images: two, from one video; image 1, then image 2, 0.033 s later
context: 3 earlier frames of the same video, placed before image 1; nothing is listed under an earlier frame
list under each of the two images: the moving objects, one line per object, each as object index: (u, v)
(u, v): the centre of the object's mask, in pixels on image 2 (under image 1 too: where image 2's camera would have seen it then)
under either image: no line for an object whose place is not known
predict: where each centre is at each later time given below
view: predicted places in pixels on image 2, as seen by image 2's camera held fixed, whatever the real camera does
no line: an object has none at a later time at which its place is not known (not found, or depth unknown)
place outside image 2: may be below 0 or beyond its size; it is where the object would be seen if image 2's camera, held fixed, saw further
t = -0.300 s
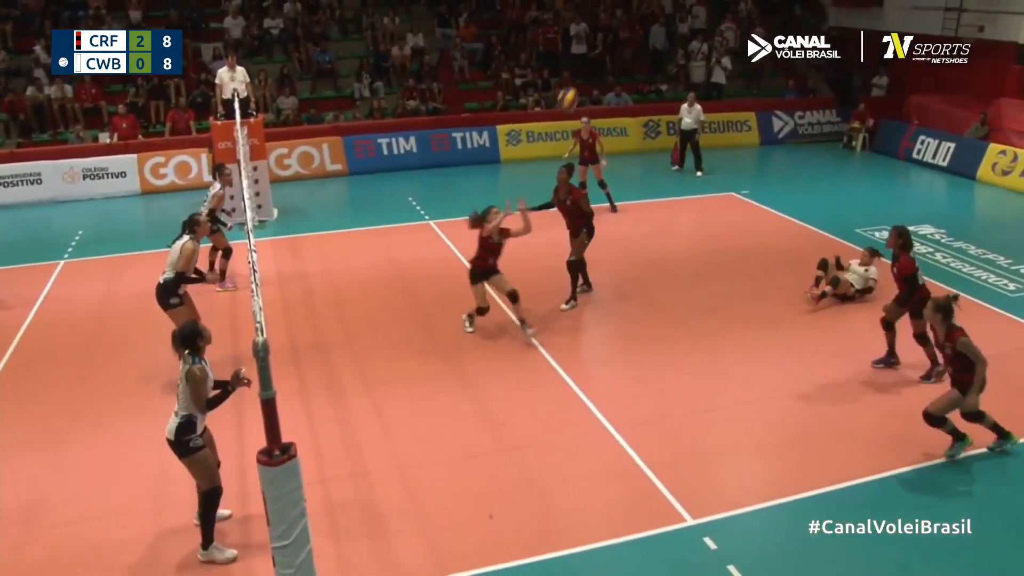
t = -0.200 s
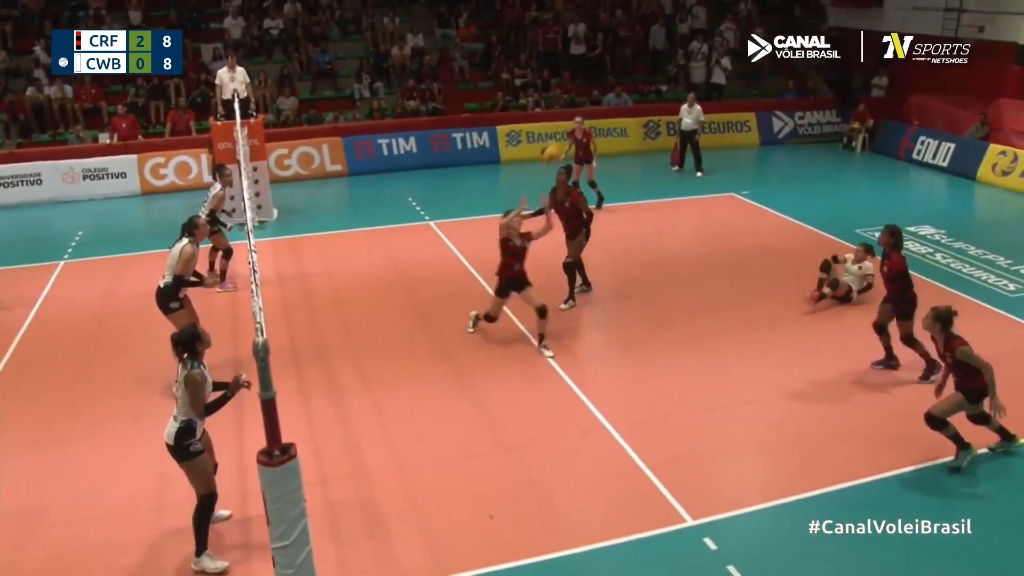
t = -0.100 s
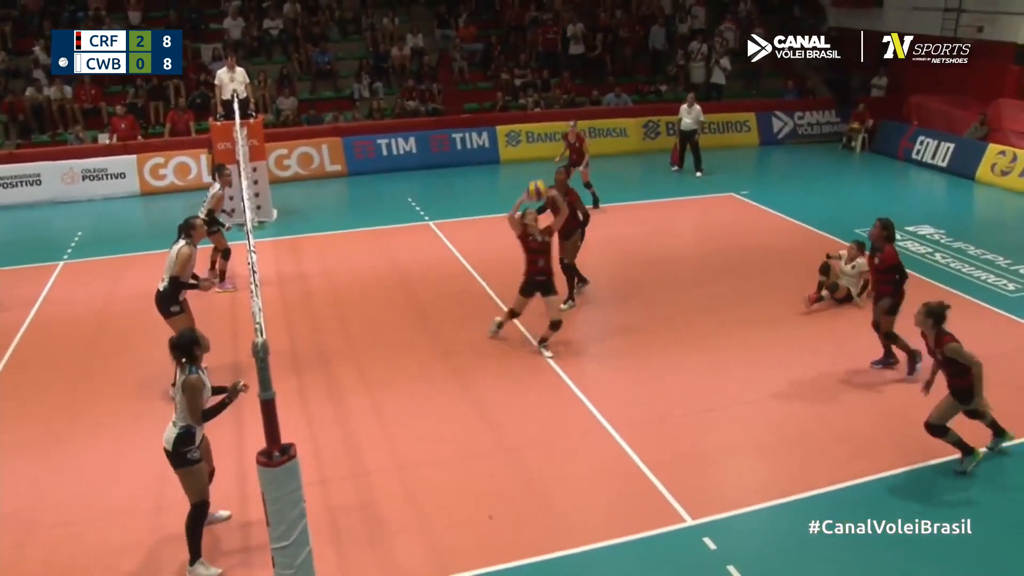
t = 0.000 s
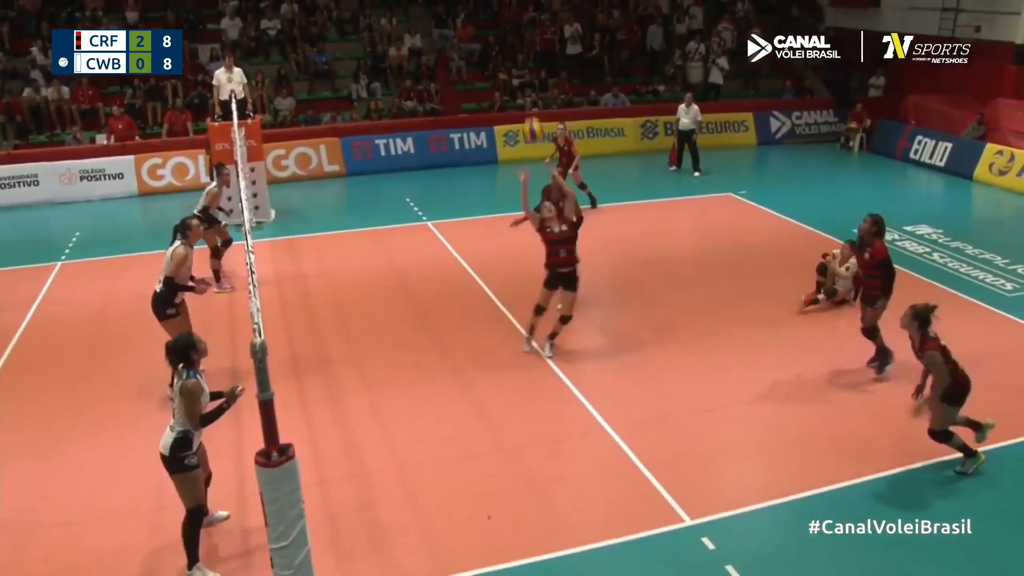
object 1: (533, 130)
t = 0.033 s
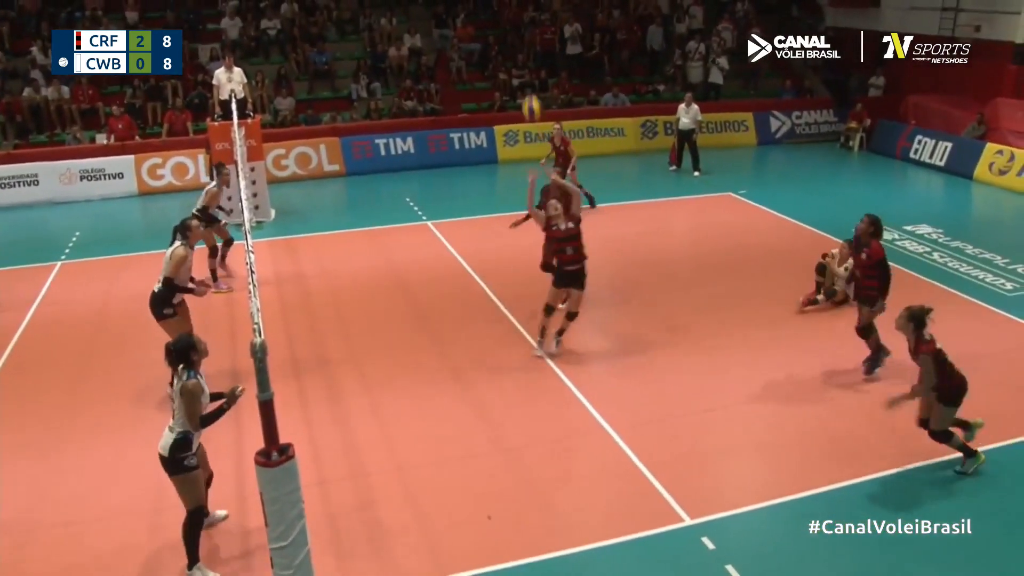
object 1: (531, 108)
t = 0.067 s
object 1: (530, 88)
